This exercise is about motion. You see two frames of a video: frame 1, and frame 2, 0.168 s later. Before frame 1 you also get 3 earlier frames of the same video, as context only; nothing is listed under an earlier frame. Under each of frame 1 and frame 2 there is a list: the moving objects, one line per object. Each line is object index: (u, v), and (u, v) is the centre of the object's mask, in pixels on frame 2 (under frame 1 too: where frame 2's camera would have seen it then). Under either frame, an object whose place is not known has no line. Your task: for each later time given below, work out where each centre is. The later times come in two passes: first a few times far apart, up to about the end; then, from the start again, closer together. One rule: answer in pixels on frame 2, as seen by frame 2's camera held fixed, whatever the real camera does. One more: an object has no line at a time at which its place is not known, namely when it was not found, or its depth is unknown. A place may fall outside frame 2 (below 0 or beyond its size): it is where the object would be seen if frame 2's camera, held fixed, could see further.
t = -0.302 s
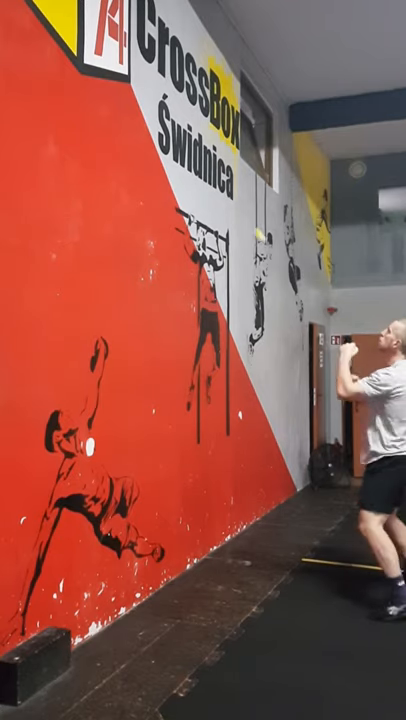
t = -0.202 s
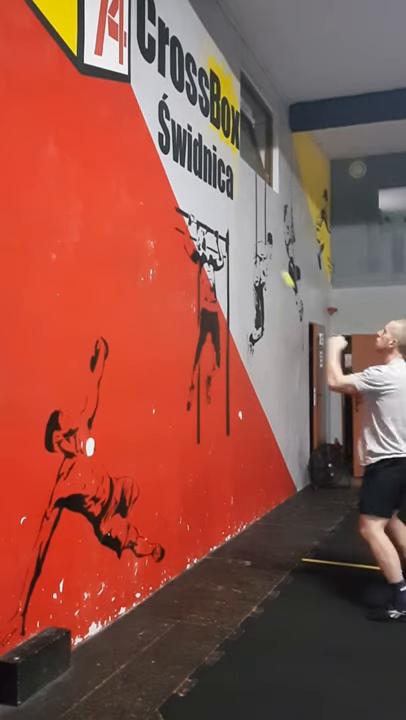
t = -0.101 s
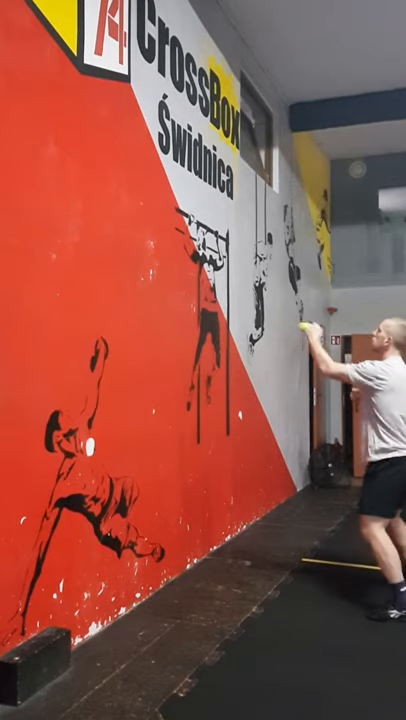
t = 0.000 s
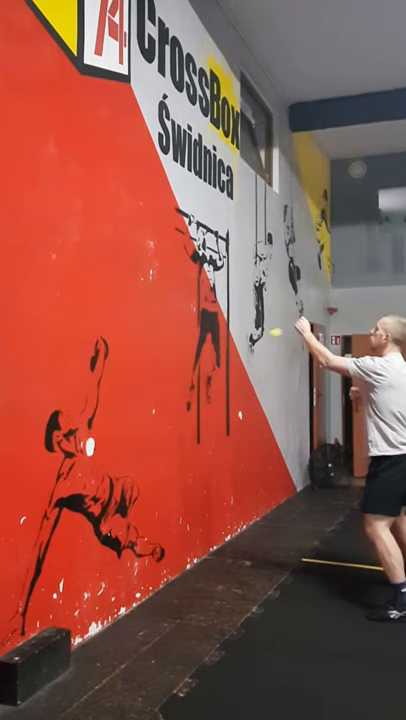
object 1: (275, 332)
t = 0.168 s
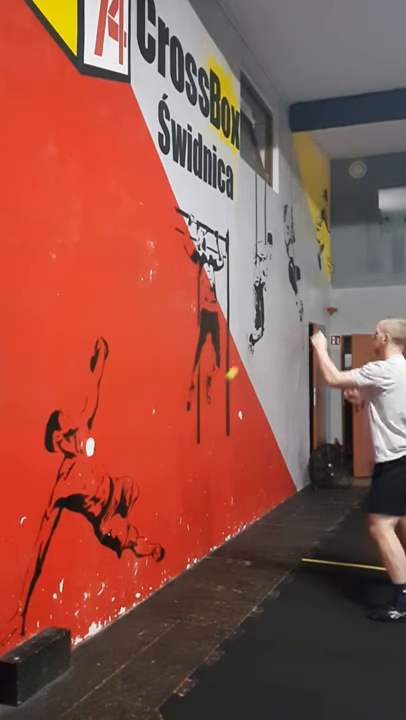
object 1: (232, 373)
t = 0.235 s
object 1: (216, 398)
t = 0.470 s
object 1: (245, 504)
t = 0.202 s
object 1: (224, 384)
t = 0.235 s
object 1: (216, 398)
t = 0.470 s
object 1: (245, 504)
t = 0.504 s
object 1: (253, 525)
